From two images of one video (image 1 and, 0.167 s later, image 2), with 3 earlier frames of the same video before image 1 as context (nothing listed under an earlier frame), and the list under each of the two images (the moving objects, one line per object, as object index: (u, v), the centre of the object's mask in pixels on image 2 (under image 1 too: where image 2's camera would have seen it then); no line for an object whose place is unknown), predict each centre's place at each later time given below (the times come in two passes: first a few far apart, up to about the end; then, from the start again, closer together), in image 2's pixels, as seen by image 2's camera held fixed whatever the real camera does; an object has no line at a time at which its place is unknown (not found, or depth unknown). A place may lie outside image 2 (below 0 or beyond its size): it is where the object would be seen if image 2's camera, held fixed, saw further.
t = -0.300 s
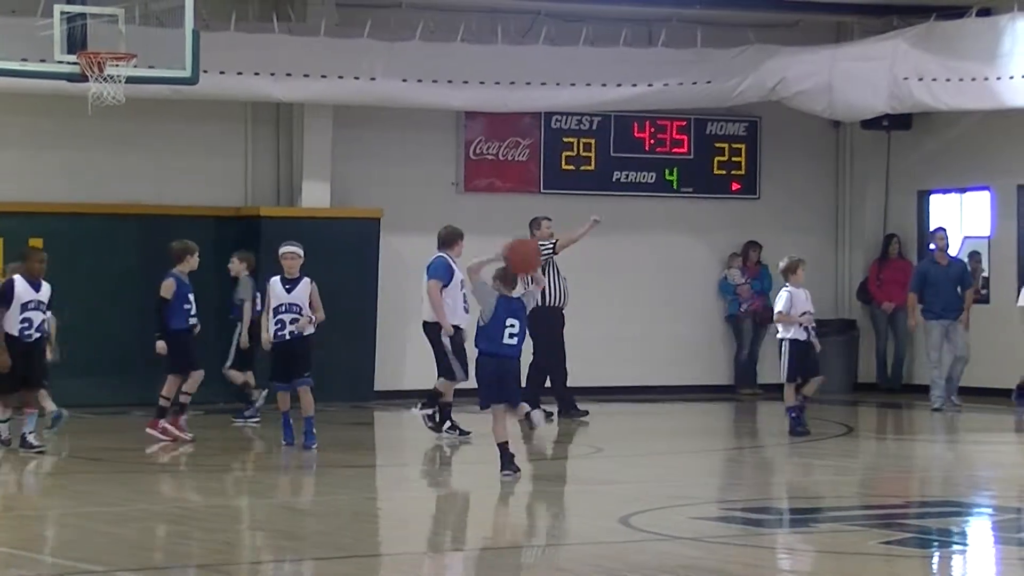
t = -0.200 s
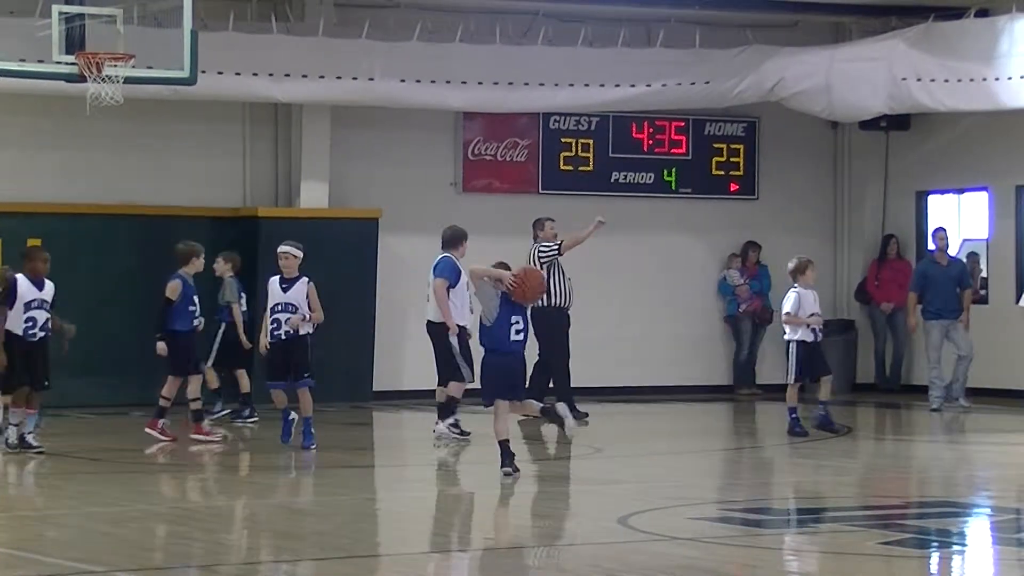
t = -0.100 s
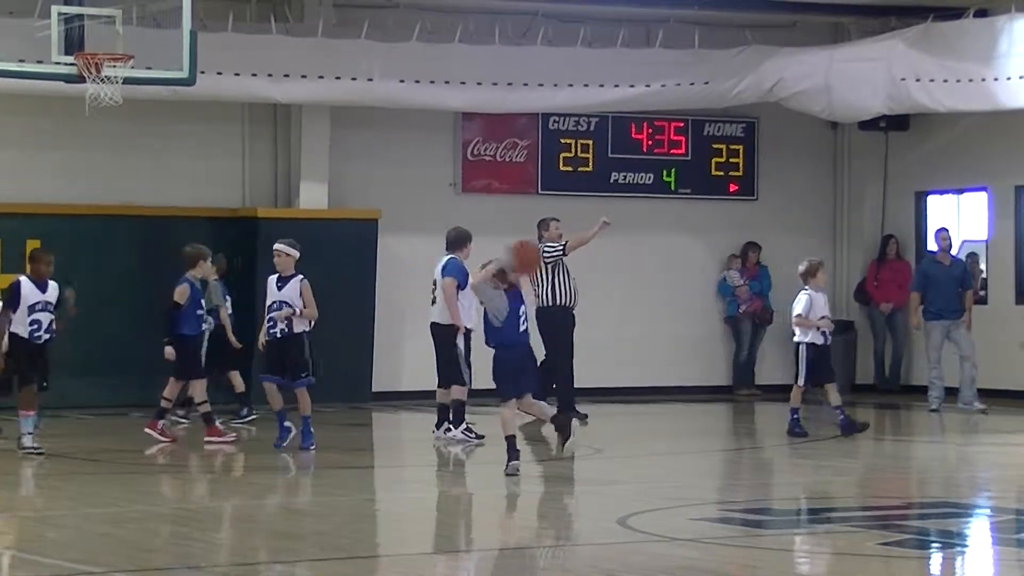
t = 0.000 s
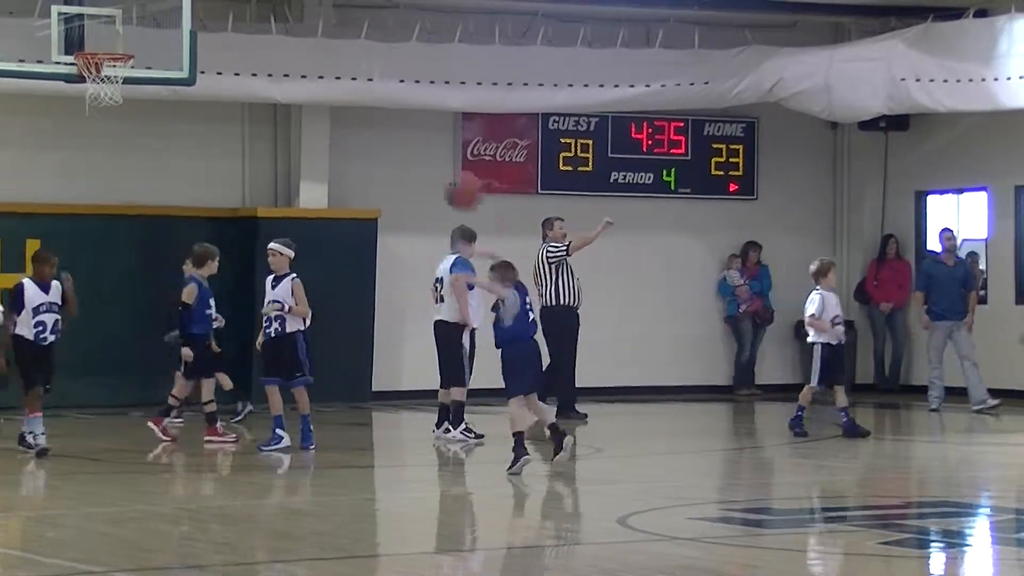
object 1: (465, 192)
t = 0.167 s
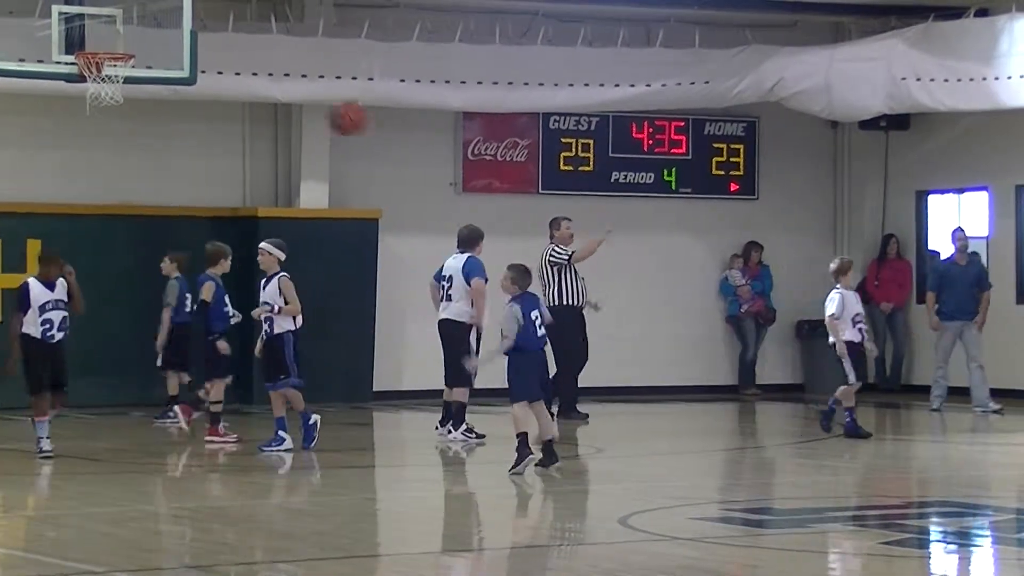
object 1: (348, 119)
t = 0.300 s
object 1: (254, 89)
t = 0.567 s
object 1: (71, 116)
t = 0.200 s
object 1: (324, 108)
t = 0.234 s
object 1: (301, 101)
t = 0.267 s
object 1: (278, 94)
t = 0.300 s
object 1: (254, 89)
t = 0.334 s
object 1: (231, 86)
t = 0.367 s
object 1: (209, 85)
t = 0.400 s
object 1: (186, 87)
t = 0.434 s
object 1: (163, 88)
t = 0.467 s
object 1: (141, 92)
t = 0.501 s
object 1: (118, 99)
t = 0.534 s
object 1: (93, 106)
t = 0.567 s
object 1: (71, 116)
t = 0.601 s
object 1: (49, 127)
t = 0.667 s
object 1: (9, 157)
